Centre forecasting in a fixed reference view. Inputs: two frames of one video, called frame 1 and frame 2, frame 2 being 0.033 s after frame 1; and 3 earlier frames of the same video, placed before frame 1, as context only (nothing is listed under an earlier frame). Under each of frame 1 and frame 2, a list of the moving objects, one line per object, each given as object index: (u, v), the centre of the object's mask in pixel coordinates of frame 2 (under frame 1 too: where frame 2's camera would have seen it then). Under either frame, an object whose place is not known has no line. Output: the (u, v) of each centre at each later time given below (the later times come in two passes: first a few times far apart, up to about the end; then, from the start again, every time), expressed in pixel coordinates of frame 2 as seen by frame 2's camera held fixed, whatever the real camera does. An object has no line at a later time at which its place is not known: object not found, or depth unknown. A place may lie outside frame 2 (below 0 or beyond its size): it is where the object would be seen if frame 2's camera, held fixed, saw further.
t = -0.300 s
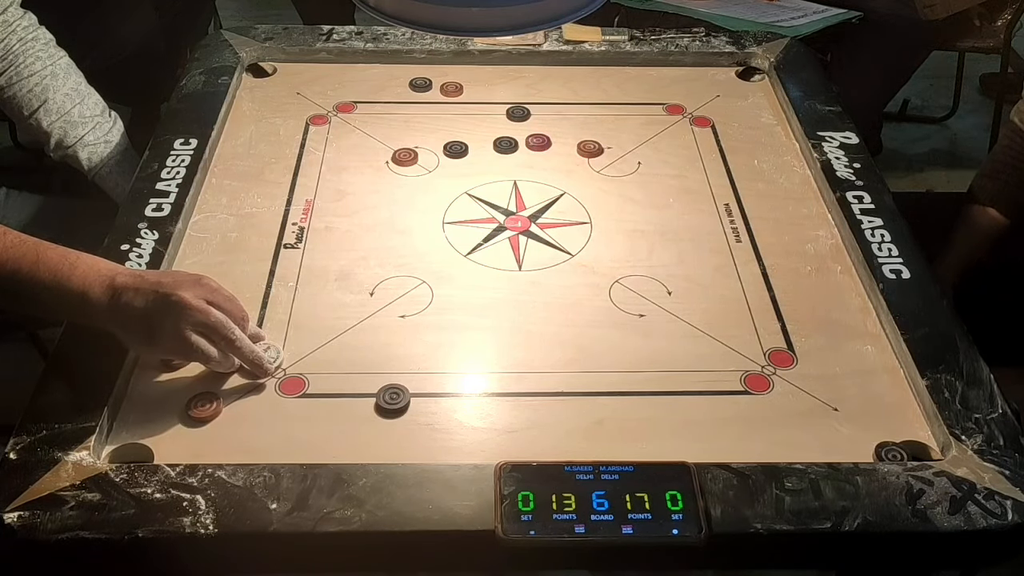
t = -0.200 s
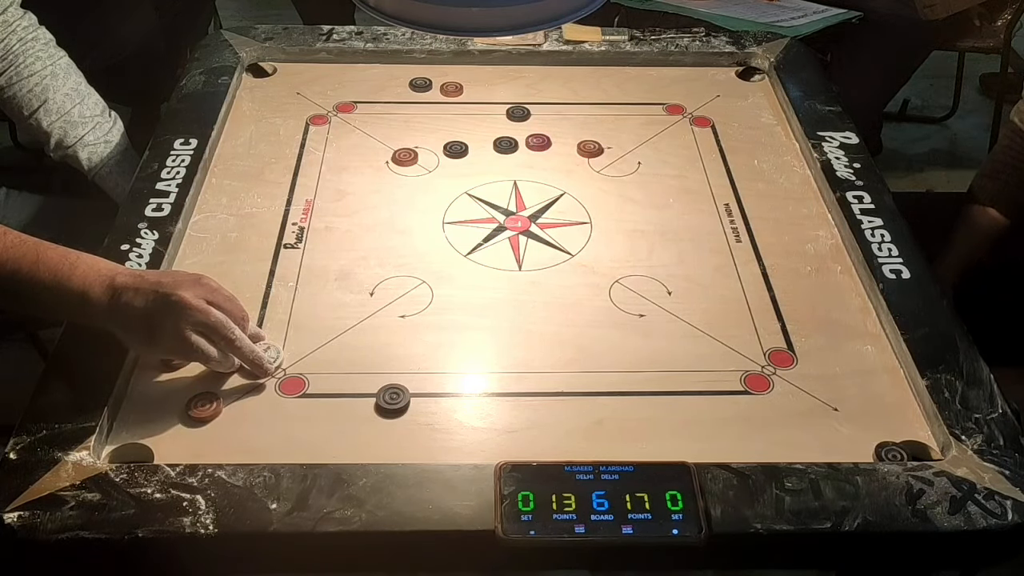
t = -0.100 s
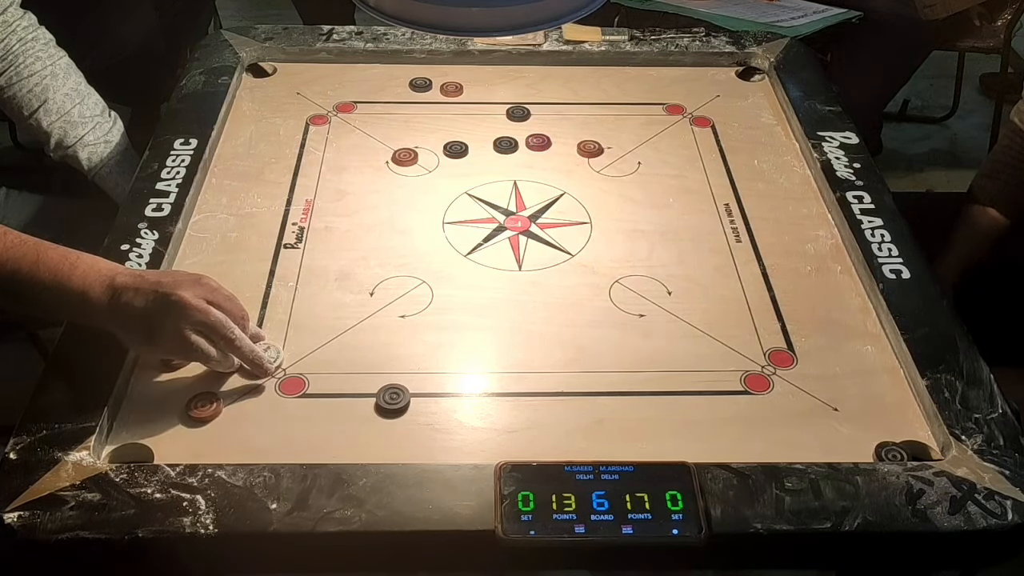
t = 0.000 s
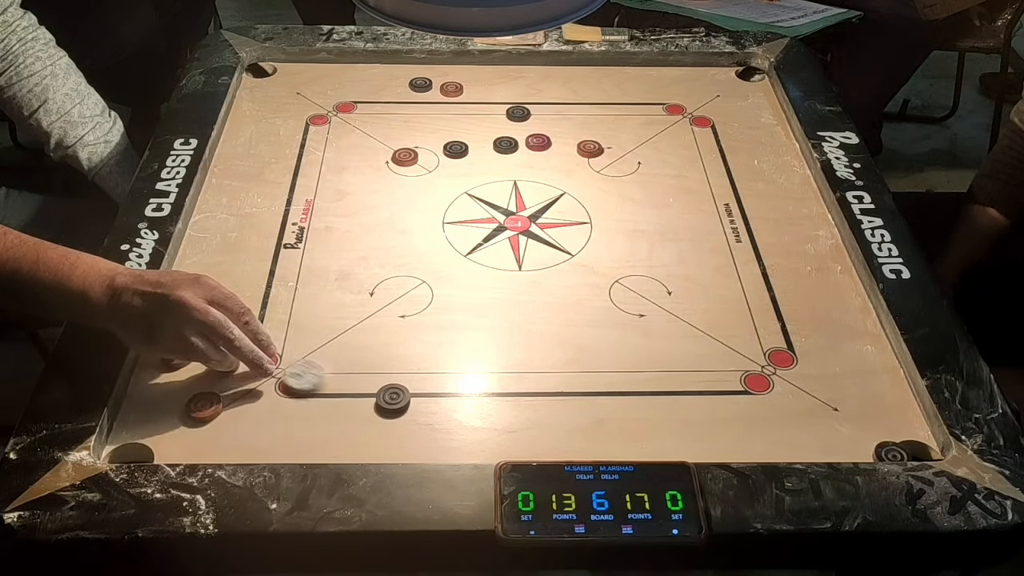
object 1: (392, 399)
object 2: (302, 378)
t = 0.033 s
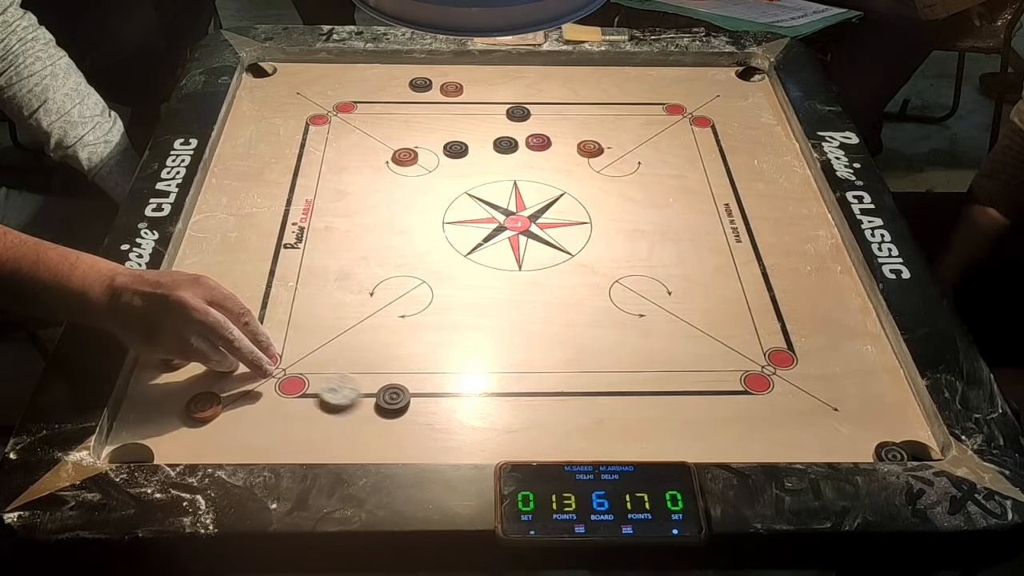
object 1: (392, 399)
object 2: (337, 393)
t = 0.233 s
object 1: (646, 432)
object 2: (433, 450)
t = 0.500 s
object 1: (858, 453)
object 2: (472, 441)
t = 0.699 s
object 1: (859, 454)
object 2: (472, 441)
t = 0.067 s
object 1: (423, 404)
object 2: (362, 406)
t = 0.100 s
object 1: (472, 410)
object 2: (378, 417)
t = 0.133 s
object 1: (518, 416)
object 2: (393, 429)
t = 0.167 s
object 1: (564, 422)
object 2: (407, 439)
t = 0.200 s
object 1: (606, 427)
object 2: (420, 445)
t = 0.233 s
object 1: (646, 432)
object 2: (433, 450)
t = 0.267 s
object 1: (685, 437)
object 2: (443, 453)
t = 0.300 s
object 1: (722, 442)
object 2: (451, 451)
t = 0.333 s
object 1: (755, 444)
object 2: (458, 448)
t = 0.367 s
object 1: (787, 447)
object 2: (463, 446)
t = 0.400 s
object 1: (816, 449)
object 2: (467, 444)
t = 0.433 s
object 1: (843, 451)
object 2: (470, 442)
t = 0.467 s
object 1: (856, 452)
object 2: (472, 441)
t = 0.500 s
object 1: (858, 453)
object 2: (472, 441)
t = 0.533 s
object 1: (859, 454)
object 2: (472, 441)
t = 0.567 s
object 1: (859, 454)
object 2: (472, 441)
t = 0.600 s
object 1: (859, 454)
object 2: (473, 441)
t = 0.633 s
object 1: (859, 454)
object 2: (473, 441)
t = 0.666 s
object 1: (859, 454)
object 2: (472, 441)
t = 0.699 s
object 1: (859, 454)
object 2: (472, 441)
